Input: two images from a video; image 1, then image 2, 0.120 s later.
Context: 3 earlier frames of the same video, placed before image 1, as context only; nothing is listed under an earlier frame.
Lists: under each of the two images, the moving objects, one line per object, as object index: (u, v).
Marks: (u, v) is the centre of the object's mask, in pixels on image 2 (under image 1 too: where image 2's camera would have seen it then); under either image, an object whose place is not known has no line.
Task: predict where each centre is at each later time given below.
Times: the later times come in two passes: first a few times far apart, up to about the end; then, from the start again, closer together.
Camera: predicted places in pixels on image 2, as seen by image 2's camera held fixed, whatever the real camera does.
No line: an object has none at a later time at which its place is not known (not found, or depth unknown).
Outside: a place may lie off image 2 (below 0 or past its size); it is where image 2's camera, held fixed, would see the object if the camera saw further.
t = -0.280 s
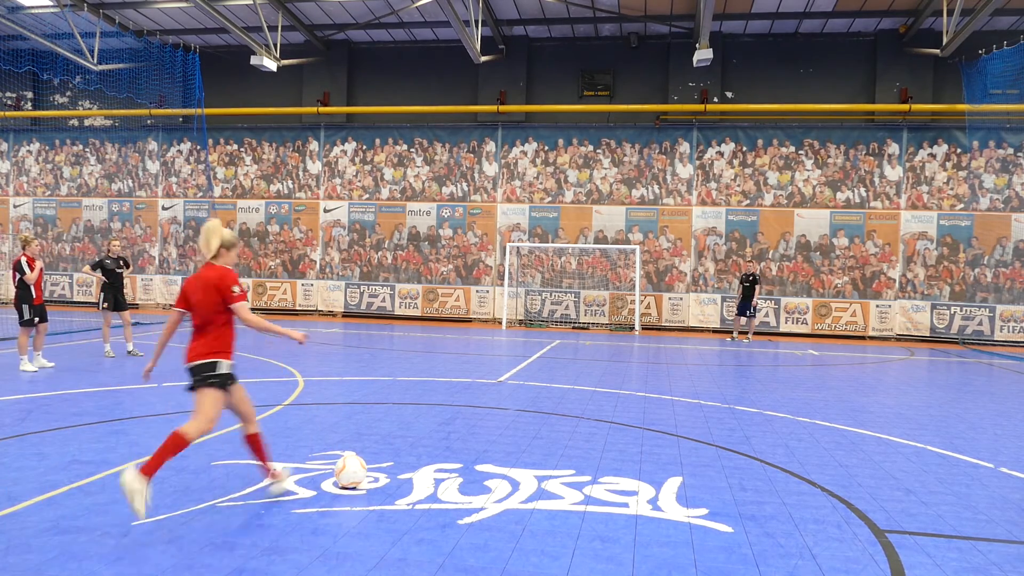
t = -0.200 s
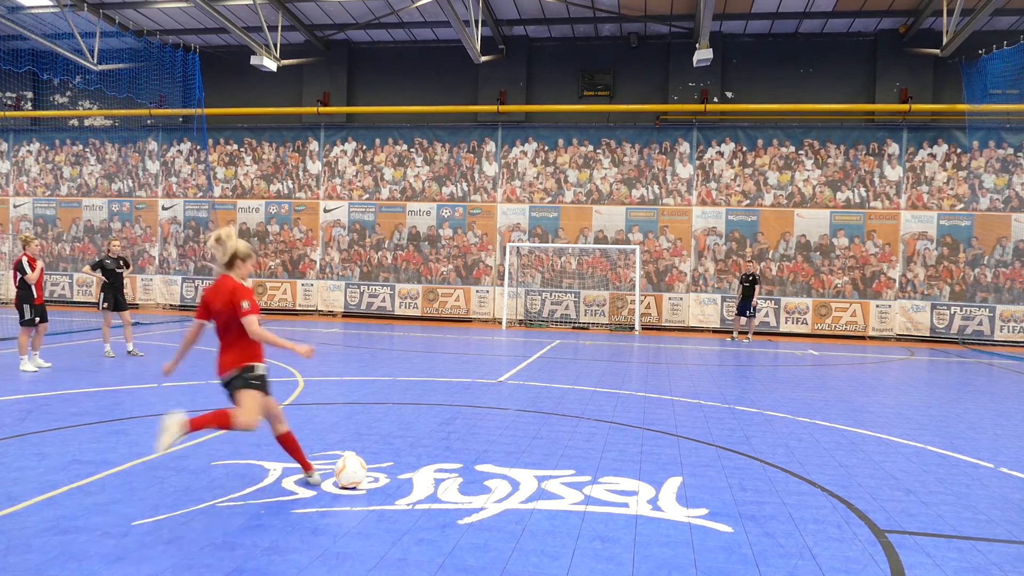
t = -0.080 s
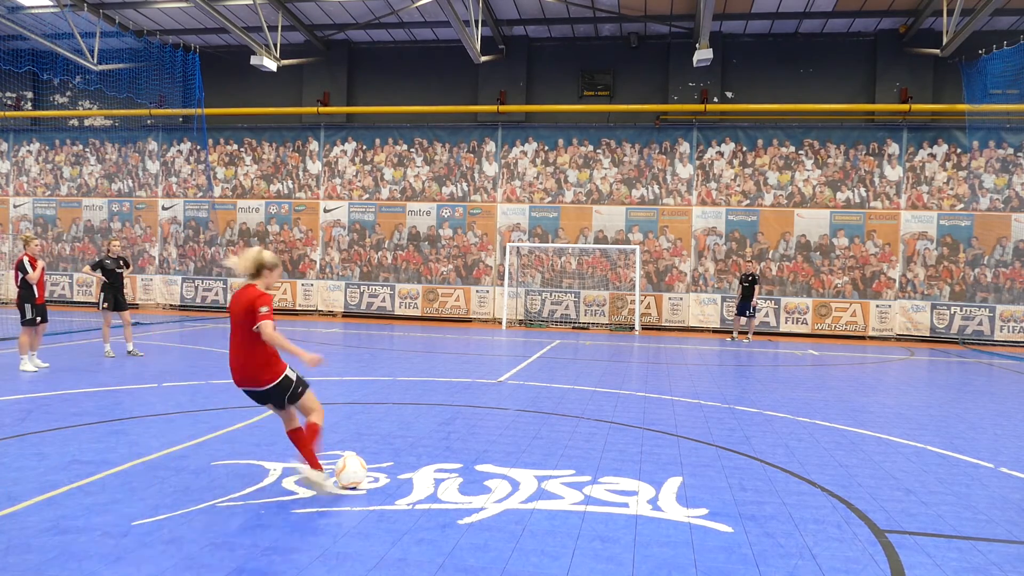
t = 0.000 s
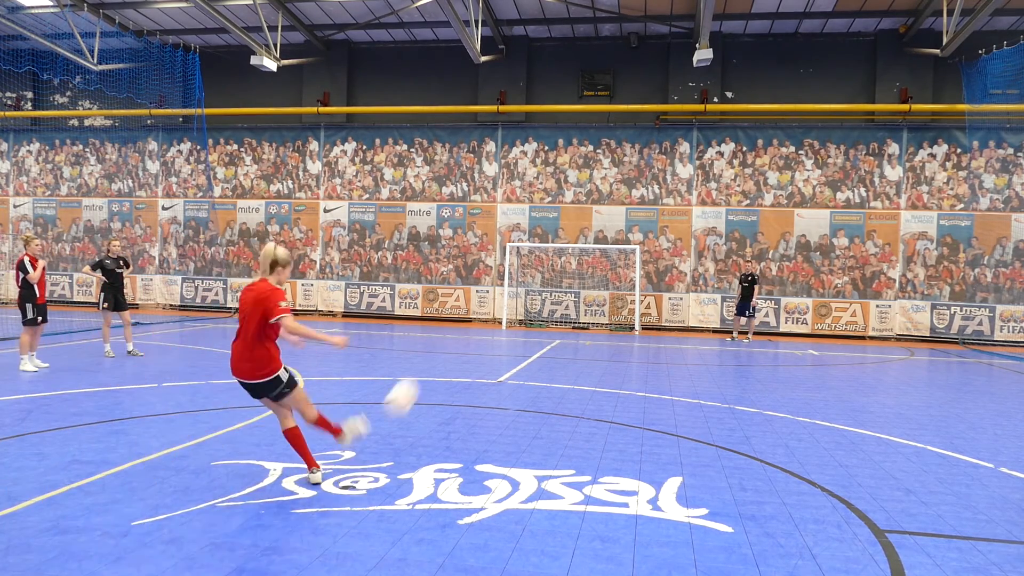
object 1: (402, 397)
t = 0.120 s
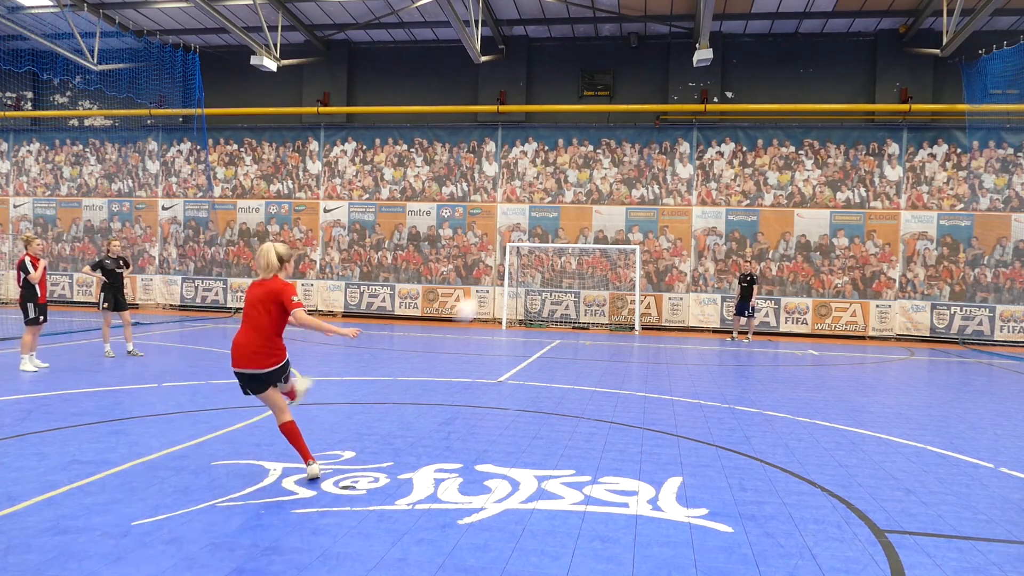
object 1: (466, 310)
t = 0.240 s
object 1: (504, 264)
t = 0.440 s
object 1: (540, 230)
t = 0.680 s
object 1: (561, 225)
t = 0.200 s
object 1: (493, 276)
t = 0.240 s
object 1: (504, 264)
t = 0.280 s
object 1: (514, 253)
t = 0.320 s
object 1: (521, 244)
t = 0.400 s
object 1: (535, 234)
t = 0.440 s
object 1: (540, 230)
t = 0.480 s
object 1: (545, 226)
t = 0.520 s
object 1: (548, 225)
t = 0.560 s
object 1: (553, 224)
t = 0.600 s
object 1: (556, 224)
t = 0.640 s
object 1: (559, 224)
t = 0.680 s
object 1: (561, 225)
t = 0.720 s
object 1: (564, 226)
